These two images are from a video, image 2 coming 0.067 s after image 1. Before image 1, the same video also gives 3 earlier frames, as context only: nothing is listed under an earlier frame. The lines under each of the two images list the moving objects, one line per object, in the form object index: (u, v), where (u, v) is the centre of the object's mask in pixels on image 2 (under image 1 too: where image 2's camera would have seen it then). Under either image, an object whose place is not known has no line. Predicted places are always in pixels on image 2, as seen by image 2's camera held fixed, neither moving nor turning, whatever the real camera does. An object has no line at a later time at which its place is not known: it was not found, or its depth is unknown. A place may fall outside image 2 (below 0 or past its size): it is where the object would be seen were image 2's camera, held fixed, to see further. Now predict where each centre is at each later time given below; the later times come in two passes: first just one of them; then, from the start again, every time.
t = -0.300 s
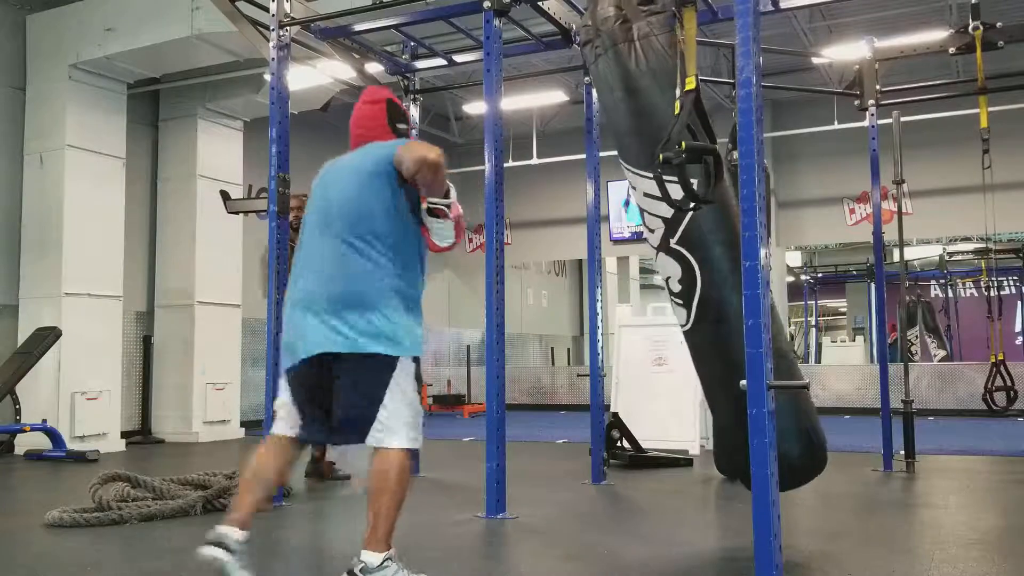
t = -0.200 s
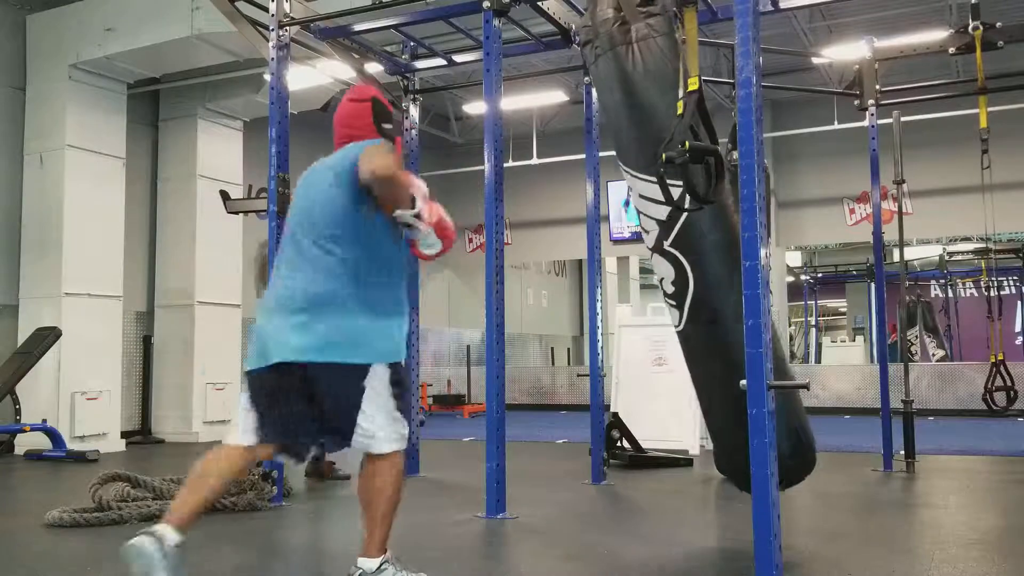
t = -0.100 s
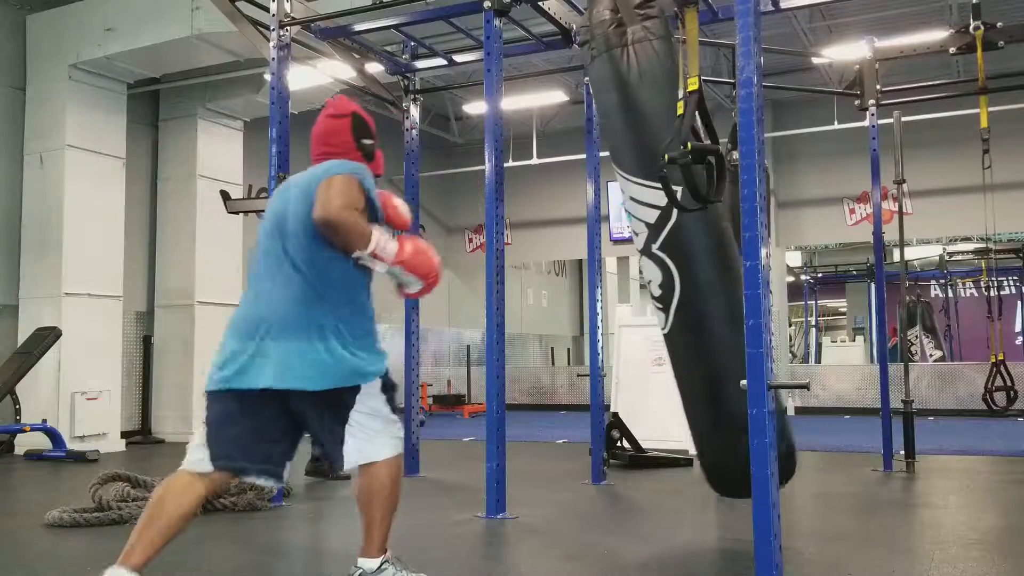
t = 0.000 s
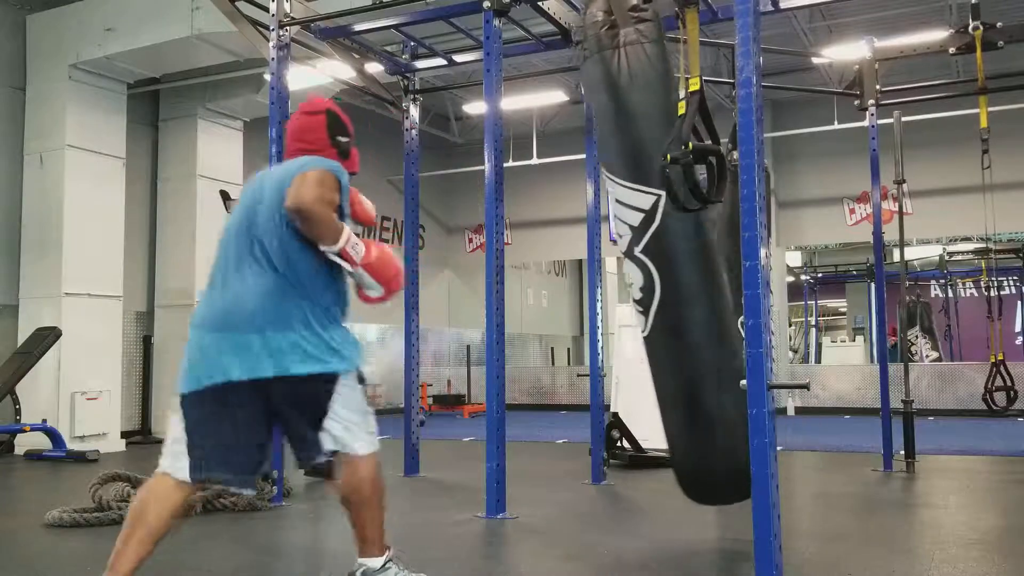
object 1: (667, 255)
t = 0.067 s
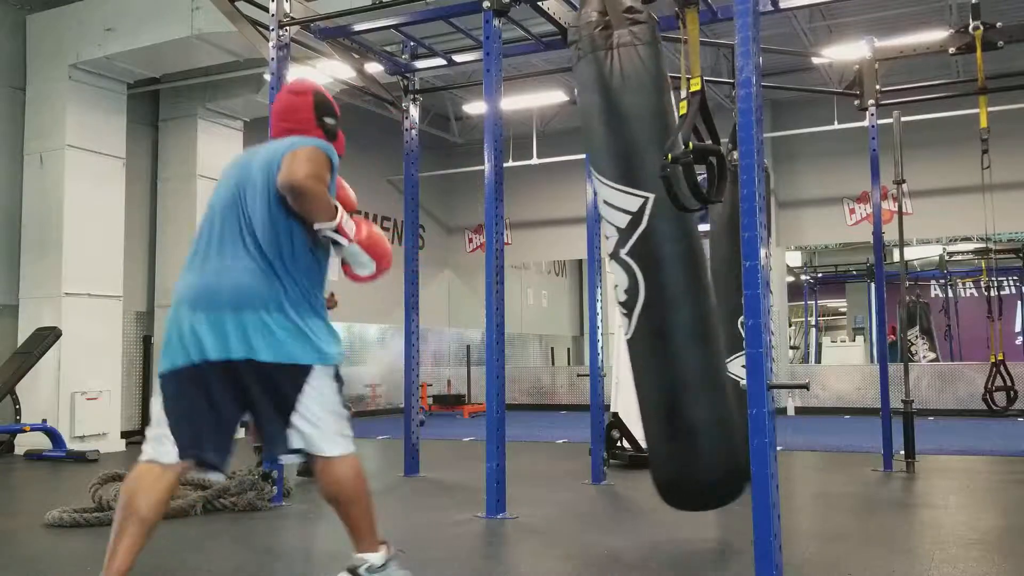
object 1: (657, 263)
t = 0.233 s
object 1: (616, 266)
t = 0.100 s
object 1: (649, 263)
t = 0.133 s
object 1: (641, 263)
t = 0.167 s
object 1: (633, 265)
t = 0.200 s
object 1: (625, 266)
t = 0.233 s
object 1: (616, 266)
